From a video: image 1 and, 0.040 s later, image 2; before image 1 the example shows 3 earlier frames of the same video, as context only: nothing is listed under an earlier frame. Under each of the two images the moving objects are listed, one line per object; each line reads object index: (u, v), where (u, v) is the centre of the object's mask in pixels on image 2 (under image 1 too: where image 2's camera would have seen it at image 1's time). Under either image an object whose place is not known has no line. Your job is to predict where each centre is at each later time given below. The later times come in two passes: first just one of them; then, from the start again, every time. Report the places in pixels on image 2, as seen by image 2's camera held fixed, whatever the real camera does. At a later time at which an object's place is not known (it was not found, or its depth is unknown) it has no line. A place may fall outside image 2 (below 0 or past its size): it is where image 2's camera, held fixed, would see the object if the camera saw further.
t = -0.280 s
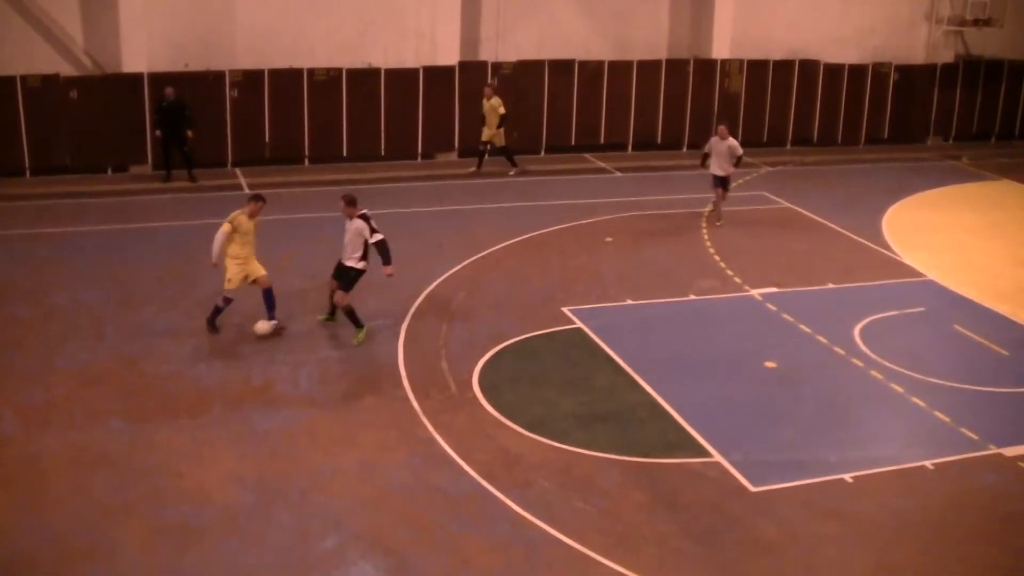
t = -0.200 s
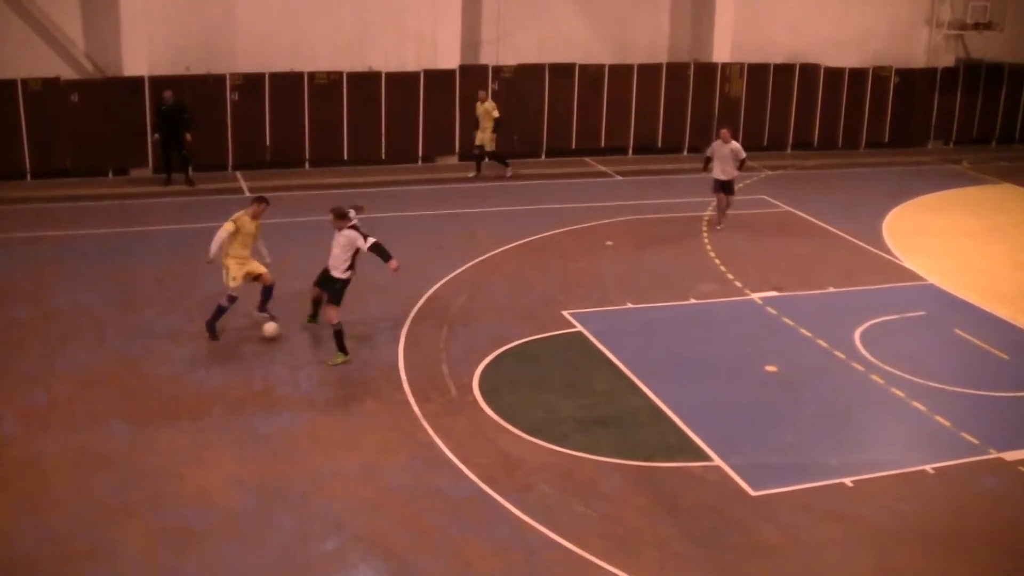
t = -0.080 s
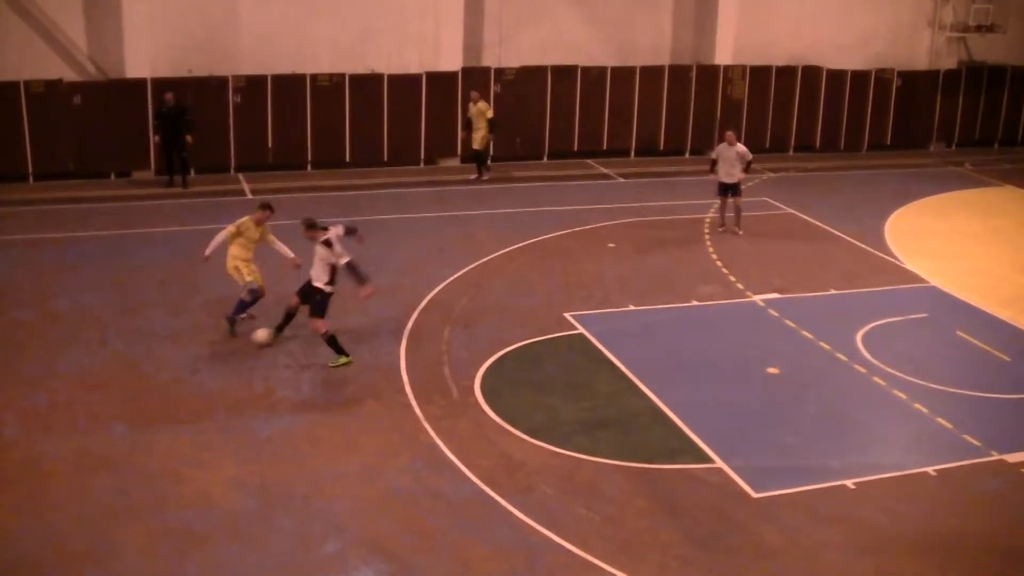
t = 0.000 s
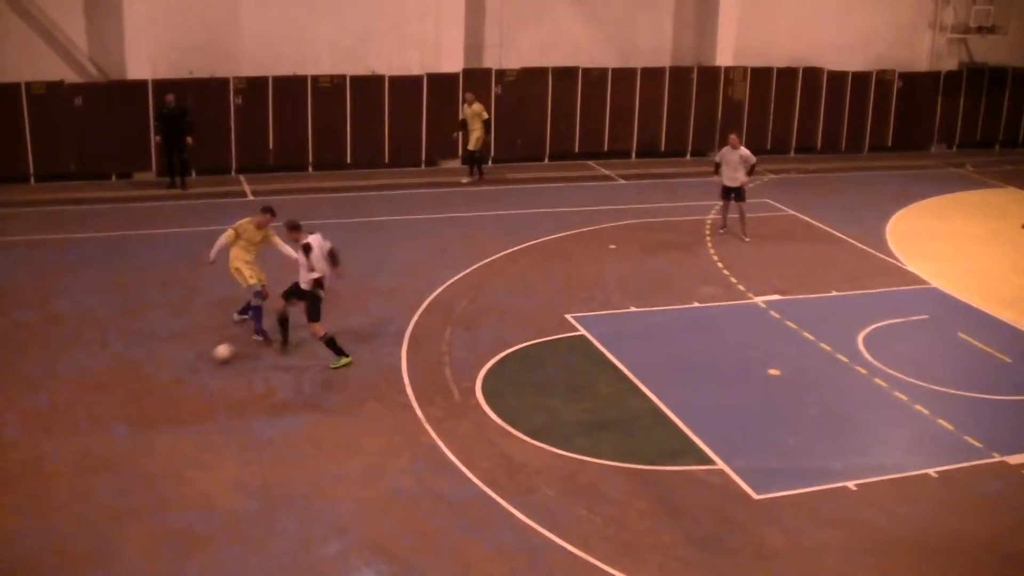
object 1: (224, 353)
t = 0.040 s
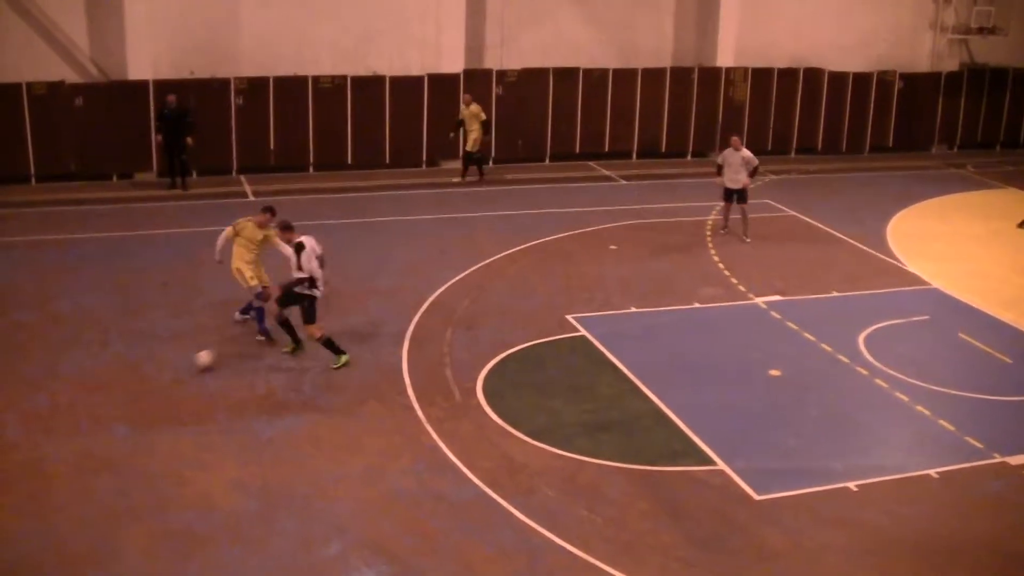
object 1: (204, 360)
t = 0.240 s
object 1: (109, 395)
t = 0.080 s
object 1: (184, 367)
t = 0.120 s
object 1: (165, 374)
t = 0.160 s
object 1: (147, 380)
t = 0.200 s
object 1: (129, 387)
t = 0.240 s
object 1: (109, 395)
